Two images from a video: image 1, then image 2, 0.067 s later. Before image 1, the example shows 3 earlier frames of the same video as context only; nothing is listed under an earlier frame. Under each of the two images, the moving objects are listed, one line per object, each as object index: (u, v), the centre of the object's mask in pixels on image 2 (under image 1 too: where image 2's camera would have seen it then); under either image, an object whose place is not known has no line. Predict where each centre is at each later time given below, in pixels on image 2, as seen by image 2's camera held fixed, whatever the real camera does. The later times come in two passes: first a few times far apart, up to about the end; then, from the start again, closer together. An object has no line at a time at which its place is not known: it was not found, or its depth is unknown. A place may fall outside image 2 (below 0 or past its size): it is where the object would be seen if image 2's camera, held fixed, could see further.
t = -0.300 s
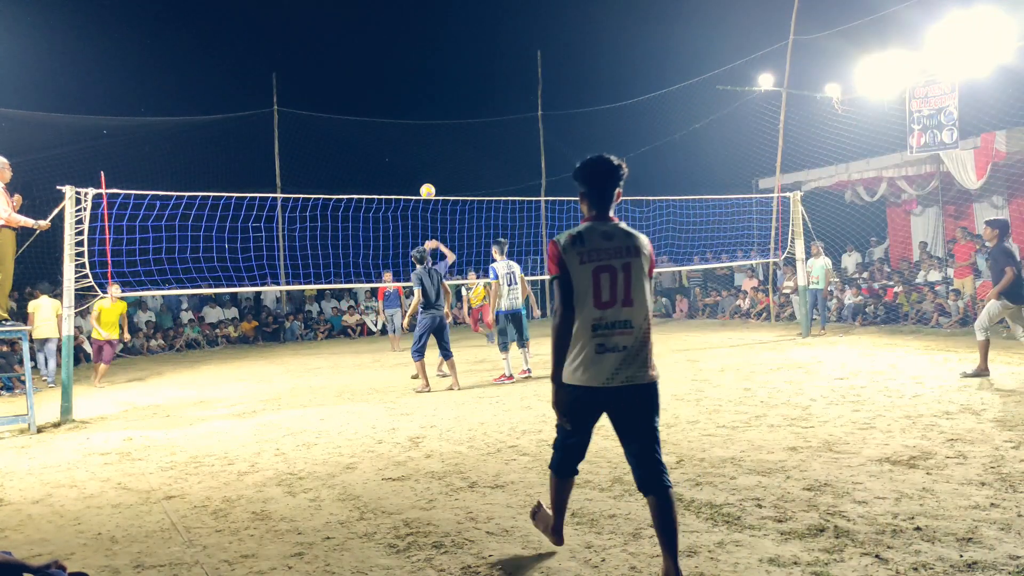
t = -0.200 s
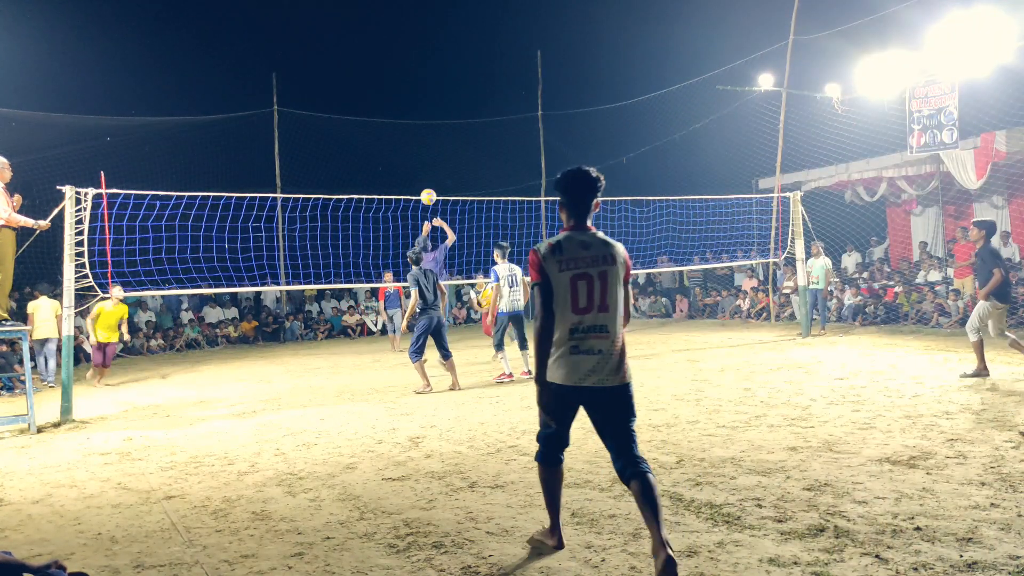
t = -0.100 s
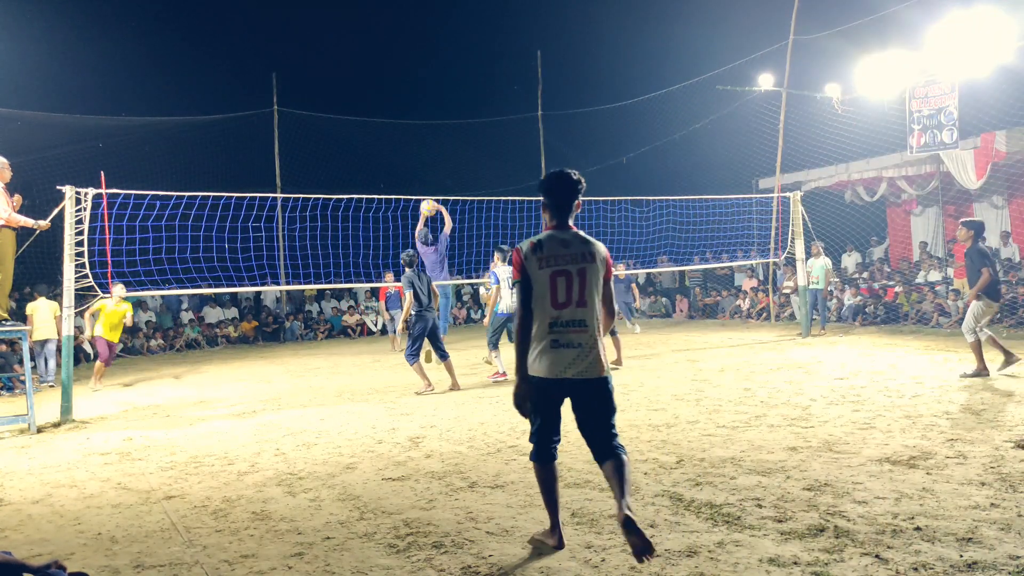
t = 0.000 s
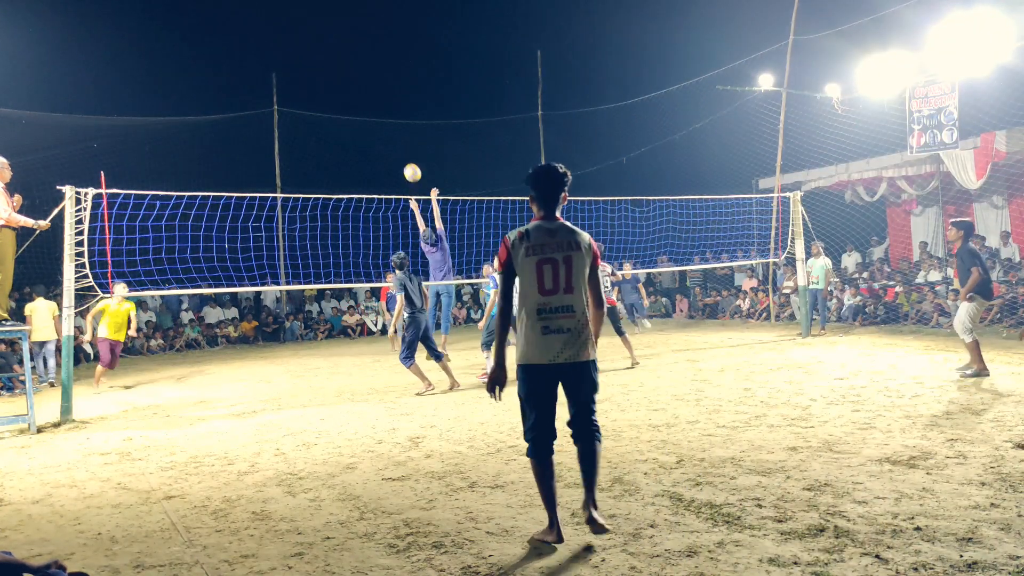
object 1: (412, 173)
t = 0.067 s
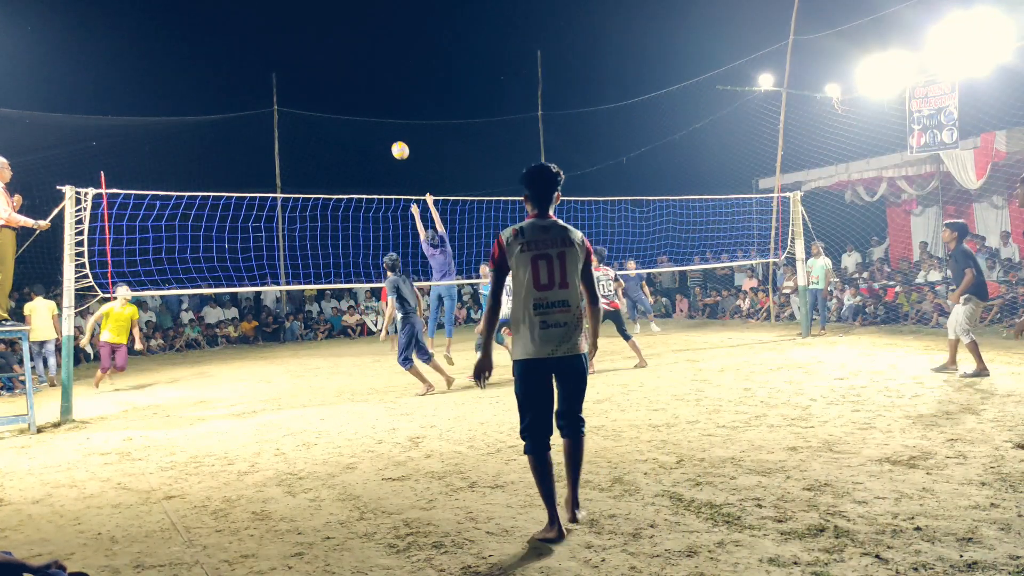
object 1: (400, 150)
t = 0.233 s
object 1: (370, 108)
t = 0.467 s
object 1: (330, 83)
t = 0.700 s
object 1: (290, 98)
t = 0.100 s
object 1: (394, 140)
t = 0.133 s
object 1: (388, 131)
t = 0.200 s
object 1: (376, 115)
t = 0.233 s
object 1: (370, 108)
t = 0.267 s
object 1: (364, 102)
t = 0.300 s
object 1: (359, 97)
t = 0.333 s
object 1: (353, 93)
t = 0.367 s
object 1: (347, 89)
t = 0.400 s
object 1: (341, 86)
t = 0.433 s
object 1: (335, 84)
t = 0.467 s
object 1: (330, 83)
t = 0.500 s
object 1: (324, 83)
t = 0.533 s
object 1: (318, 83)
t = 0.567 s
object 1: (313, 84)
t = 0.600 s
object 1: (307, 86)
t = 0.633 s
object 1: (301, 89)
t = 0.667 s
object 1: (295, 93)
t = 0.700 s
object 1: (290, 98)
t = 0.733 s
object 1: (285, 103)
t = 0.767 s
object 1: (279, 110)
